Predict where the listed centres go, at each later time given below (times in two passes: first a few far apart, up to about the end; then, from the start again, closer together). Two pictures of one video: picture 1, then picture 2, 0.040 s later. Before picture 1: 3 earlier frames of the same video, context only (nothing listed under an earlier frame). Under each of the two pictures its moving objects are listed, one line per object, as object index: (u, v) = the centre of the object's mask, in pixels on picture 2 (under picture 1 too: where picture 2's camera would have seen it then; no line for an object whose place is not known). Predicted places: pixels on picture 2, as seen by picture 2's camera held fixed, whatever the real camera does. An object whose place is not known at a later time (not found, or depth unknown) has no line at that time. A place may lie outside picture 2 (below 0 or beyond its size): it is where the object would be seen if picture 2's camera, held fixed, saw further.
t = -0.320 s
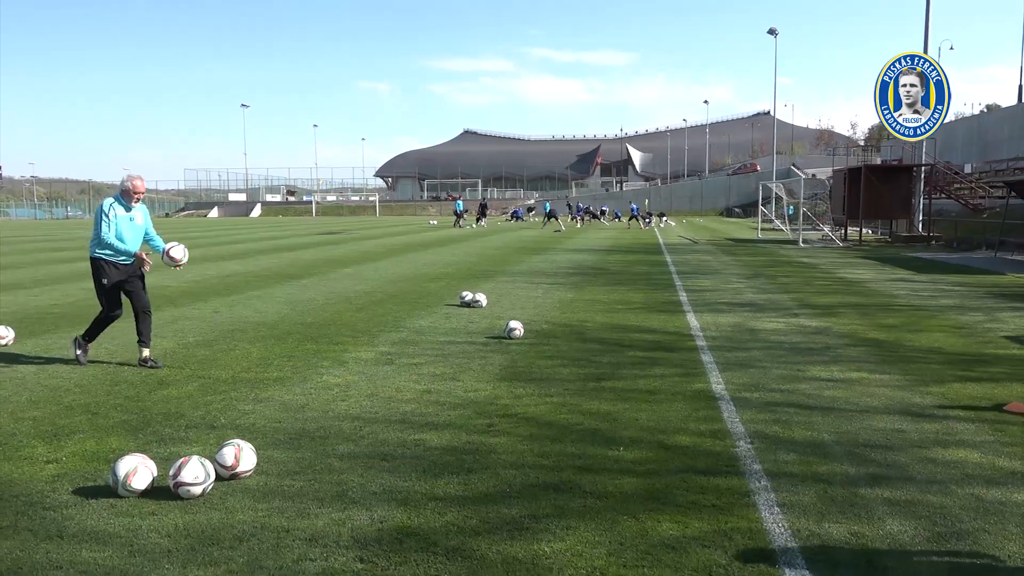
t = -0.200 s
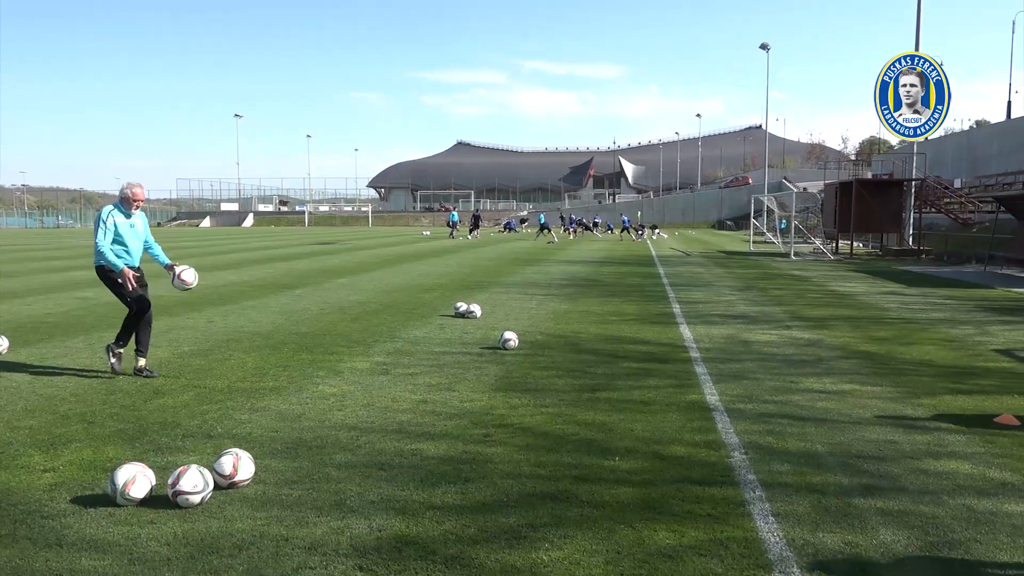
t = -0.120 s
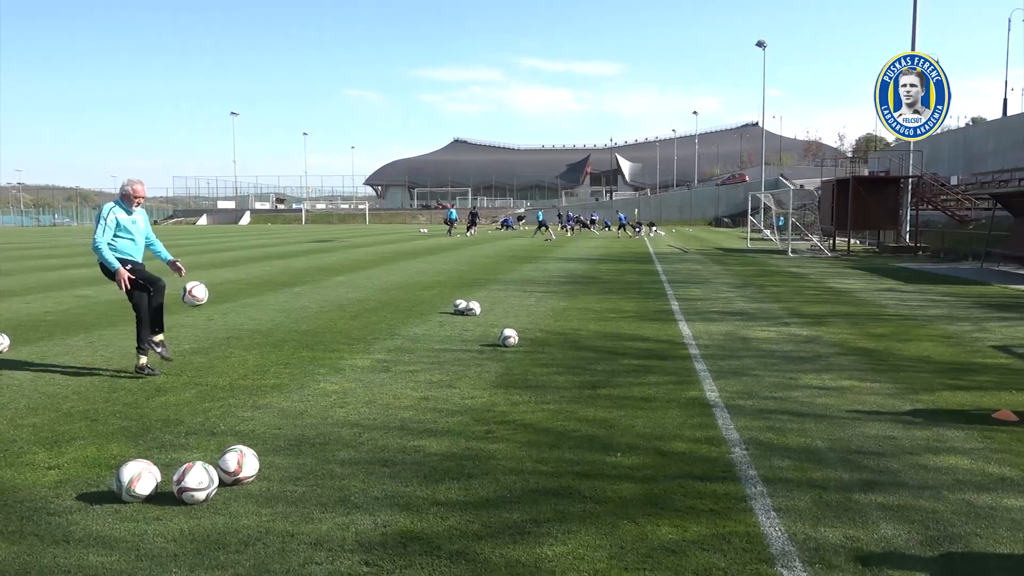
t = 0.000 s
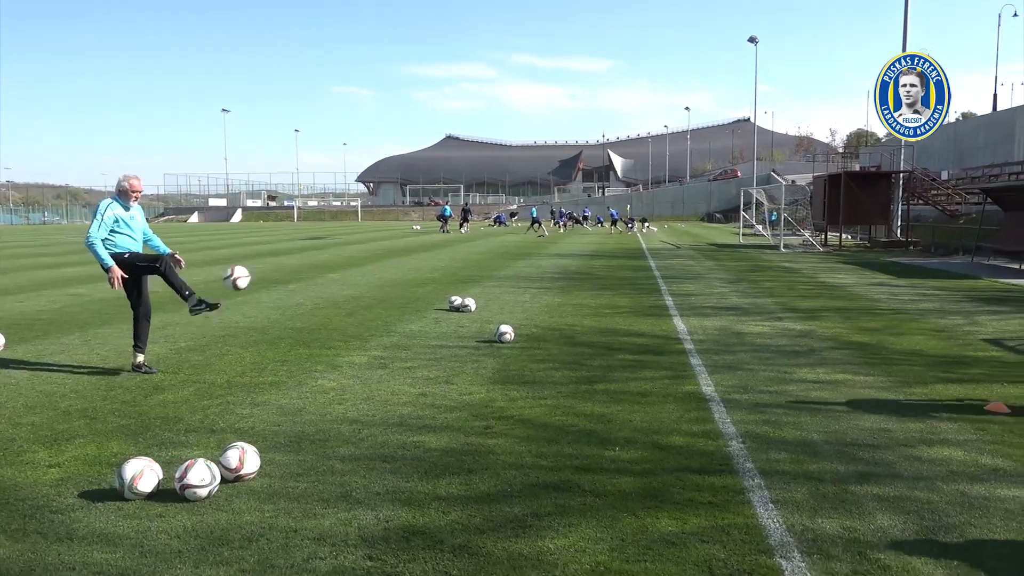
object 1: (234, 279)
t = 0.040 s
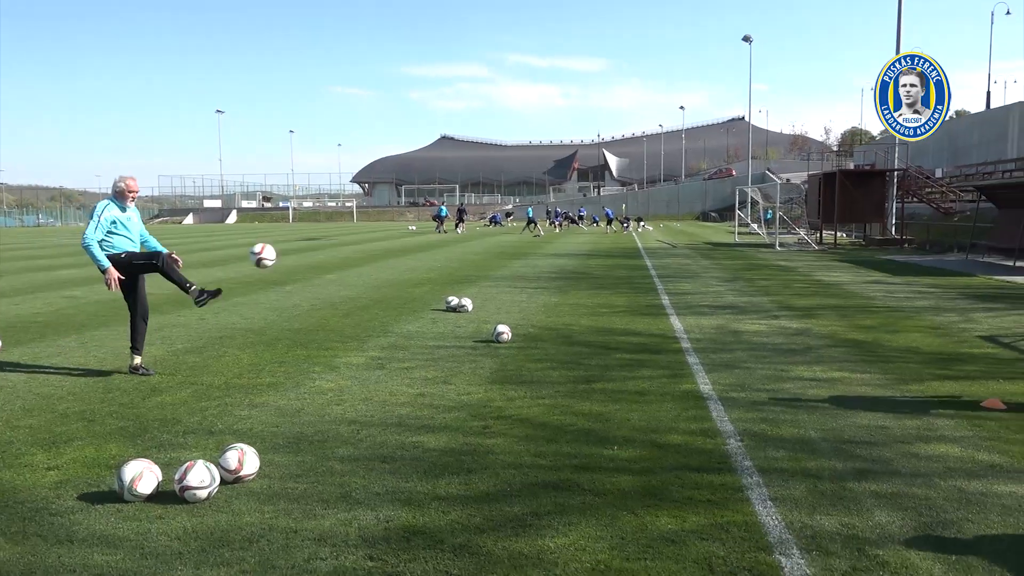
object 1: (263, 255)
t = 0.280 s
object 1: (447, 147)
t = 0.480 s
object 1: (601, 105)
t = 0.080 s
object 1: (293, 233)
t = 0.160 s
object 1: (355, 192)
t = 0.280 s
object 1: (447, 147)
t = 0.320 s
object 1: (477, 134)
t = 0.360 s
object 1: (508, 124)
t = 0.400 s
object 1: (540, 116)
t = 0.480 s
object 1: (601, 105)
